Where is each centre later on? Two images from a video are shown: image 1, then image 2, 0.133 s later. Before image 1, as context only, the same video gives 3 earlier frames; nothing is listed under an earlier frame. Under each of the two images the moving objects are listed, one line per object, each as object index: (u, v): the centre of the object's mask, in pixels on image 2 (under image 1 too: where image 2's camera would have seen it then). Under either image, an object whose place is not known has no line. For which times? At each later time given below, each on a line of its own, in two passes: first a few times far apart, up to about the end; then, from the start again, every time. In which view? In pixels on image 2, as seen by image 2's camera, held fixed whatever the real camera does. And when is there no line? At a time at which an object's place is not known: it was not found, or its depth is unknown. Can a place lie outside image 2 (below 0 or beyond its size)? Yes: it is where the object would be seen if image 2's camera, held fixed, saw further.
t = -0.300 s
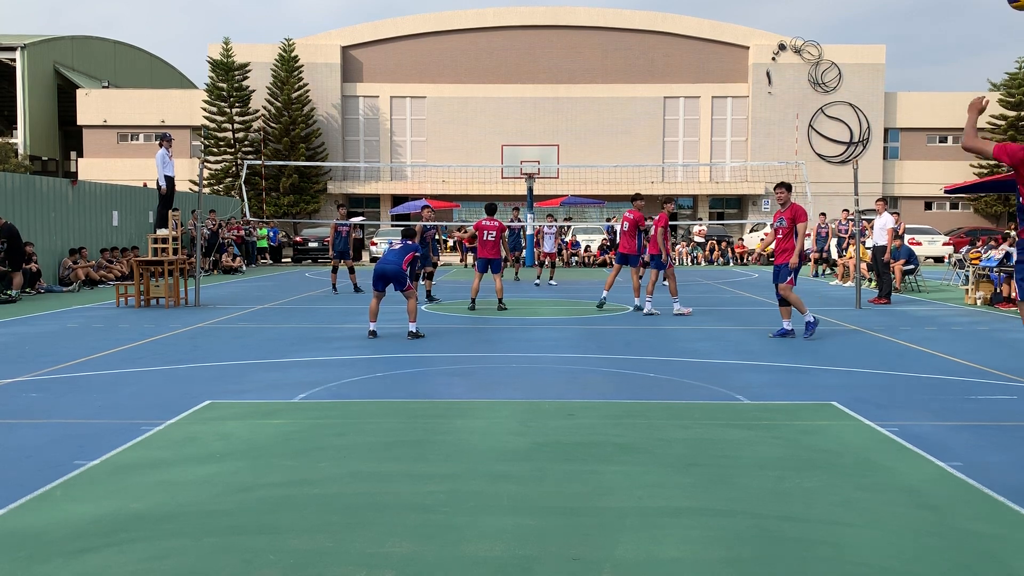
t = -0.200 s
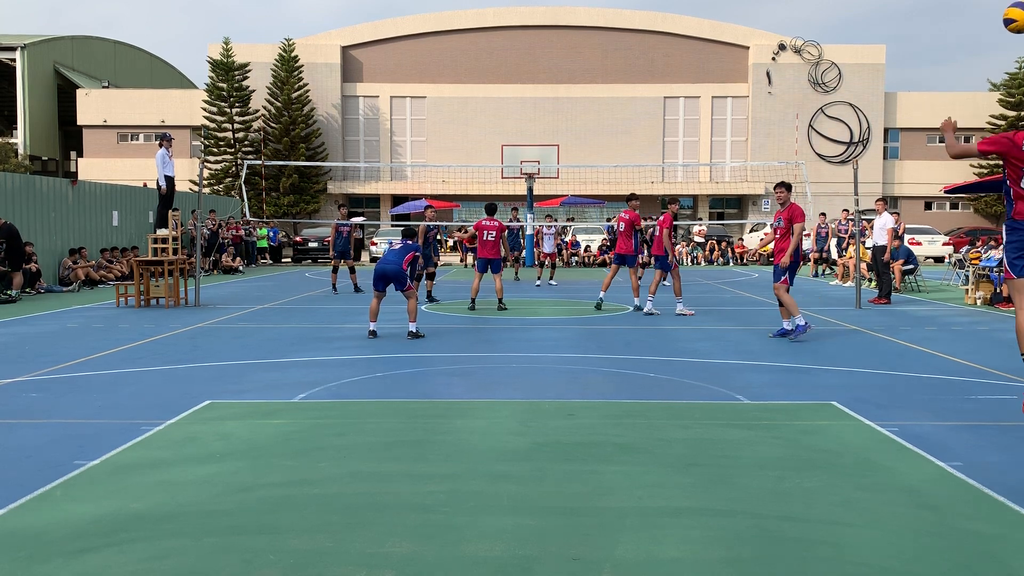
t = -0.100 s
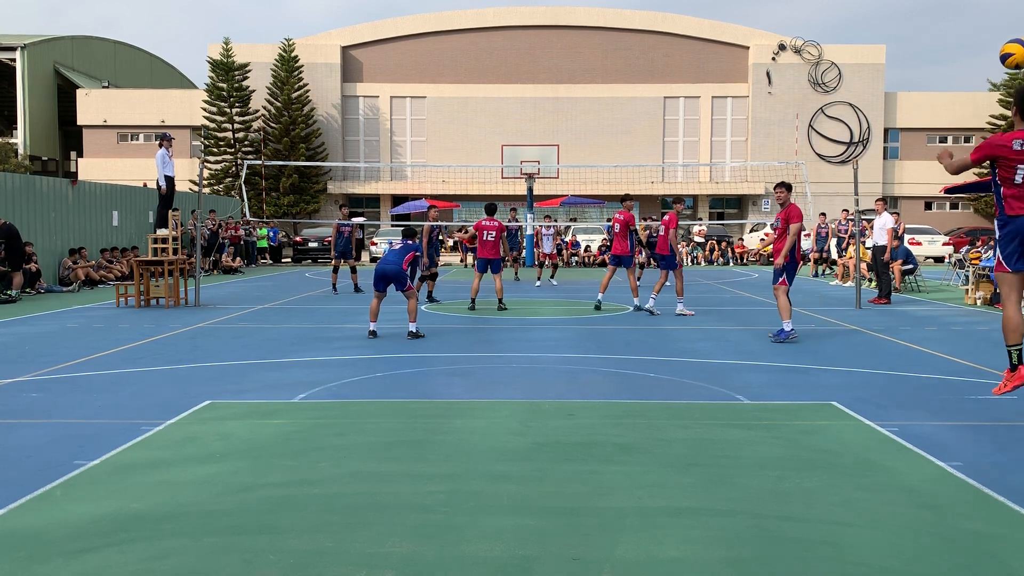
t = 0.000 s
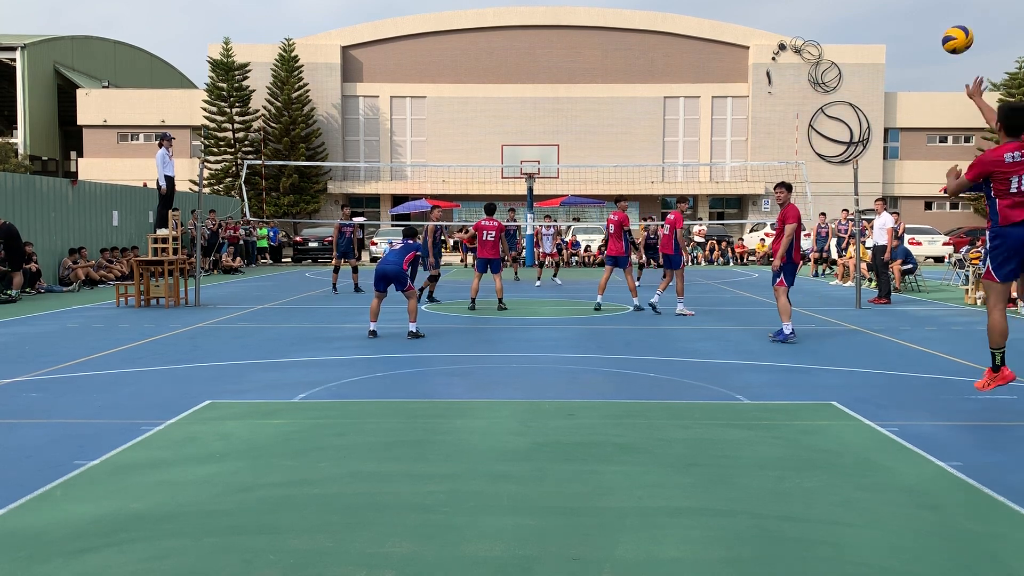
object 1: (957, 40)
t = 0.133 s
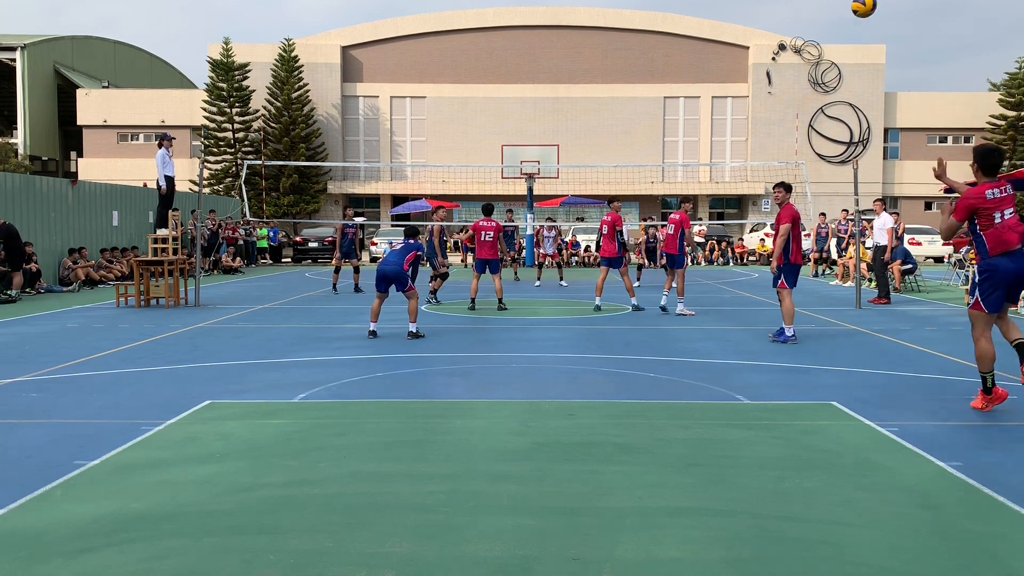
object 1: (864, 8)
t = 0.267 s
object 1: (801, 5)
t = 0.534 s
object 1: (724, 40)
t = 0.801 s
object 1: (680, 109)
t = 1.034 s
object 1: (659, 182)
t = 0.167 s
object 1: (846, 6)
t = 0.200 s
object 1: (829, 5)
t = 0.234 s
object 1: (815, 5)
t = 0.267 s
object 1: (801, 5)
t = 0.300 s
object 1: (789, 6)
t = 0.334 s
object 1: (778, 8)
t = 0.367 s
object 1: (767, 11)
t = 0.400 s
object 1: (757, 16)
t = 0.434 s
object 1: (748, 21)
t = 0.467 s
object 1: (740, 27)
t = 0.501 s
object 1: (731, 33)
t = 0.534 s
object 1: (724, 40)
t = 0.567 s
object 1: (717, 47)
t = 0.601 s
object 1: (710, 55)
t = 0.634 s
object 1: (704, 63)
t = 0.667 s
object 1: (699, 71)
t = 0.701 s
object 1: (693, 80)
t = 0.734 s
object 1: (688, 89)
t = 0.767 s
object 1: (684, 99)
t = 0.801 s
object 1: (680, 109)
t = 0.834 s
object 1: (676, 119)
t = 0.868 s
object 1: (672, 130)
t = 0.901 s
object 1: (668, 141)
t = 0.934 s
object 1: (665, 153)
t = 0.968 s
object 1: (662, 164)
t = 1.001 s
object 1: (660, 173)
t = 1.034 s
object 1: (659, 182)
